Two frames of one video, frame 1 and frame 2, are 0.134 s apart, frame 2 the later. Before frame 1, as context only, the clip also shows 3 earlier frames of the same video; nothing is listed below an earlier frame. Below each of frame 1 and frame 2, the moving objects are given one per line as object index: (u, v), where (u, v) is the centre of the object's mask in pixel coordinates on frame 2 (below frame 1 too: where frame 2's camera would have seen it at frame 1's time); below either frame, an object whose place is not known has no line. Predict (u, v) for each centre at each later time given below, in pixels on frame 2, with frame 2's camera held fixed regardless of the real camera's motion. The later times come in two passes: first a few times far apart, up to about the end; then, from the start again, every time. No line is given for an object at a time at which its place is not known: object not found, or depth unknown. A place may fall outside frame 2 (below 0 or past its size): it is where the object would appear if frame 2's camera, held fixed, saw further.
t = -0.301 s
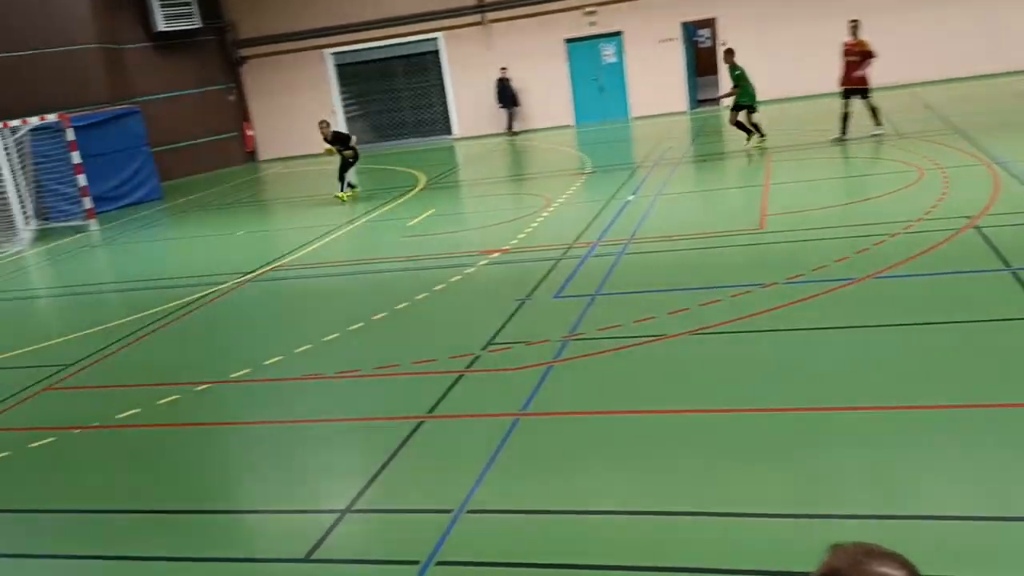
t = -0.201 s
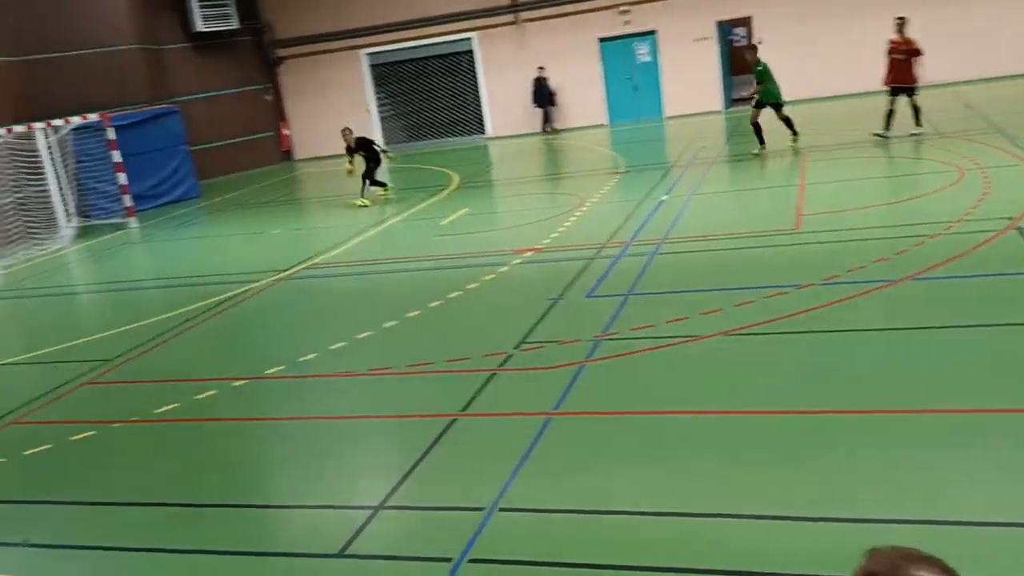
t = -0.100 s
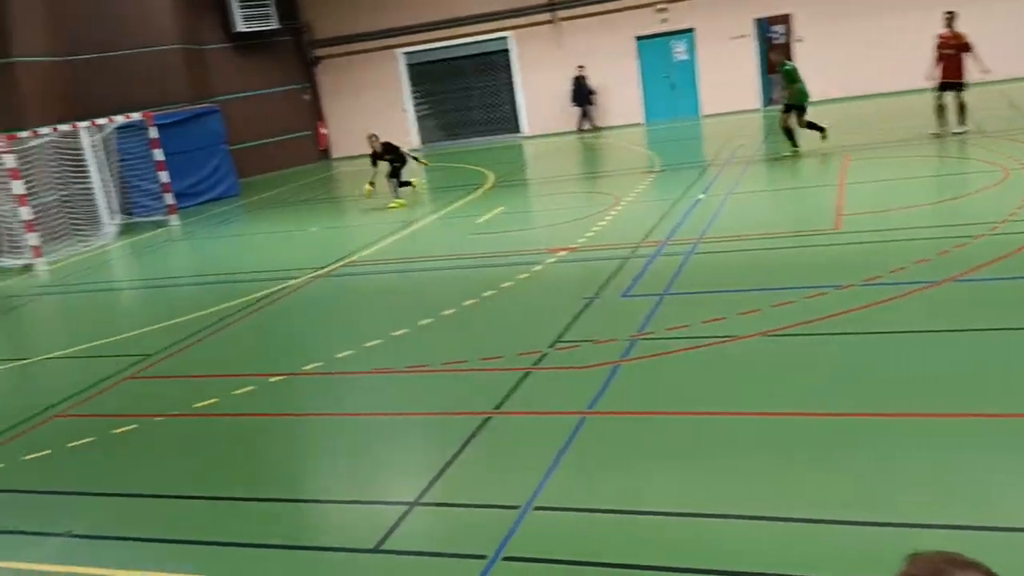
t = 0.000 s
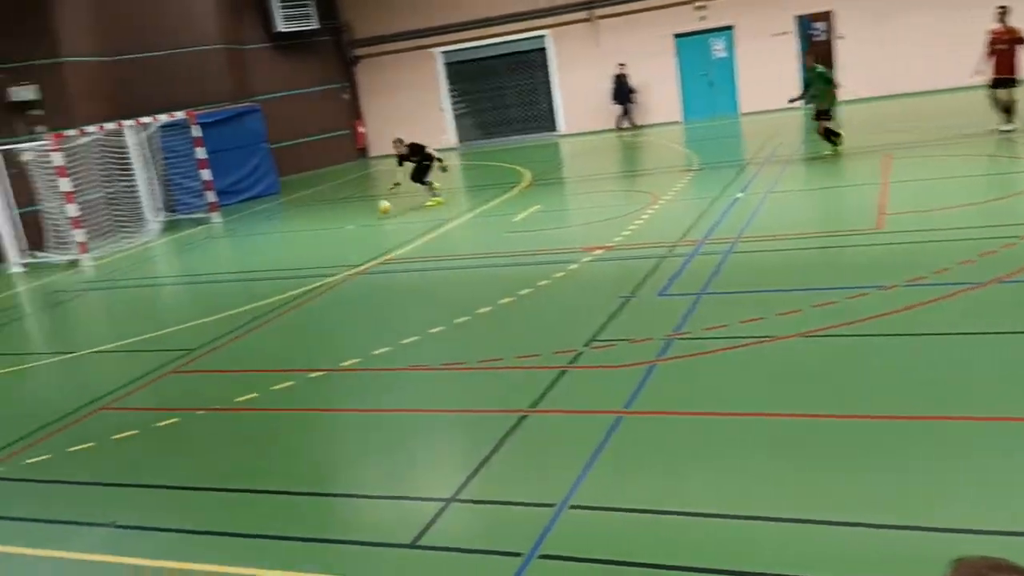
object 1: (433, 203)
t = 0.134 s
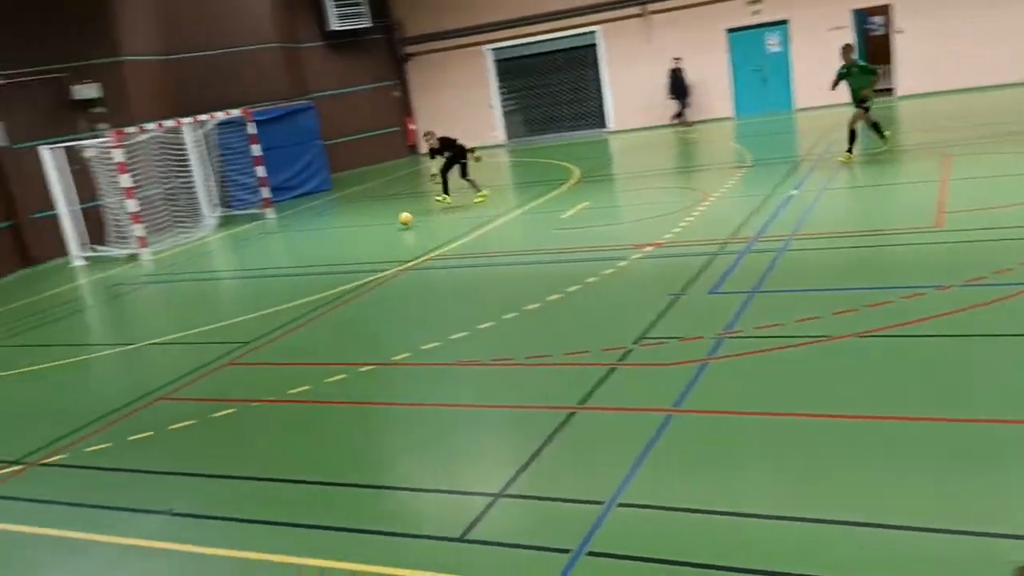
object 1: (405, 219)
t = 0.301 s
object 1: (368, 239)
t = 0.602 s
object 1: (293, 275)
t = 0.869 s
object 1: (214, 313)
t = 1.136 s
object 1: (111, 363)
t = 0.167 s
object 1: (398, 222)
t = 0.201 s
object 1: (391, 227)
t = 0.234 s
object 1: (383, 232)
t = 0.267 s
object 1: (375, 236)
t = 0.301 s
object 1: (368, 239)
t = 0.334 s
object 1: (359, 242)
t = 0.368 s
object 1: (352, 247)
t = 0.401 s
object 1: (343, 251)
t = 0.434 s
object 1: (336, 255)
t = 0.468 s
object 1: (328, 259)
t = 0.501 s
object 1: (319, 263)
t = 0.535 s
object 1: (311, 266)
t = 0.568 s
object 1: (302, 270)
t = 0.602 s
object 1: (293, 275)
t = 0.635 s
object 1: (284, 279)
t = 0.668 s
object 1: (276, 283)
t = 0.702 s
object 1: (266, 288)
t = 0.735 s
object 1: (256, 292)
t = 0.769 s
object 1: (247, 296)
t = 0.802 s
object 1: (236, 302)
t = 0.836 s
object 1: (226, 308)
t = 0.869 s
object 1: (214, 313)
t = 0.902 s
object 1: (203, 318)
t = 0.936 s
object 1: (191, 323)
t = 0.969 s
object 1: (179, 329)
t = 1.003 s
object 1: (167, 335)
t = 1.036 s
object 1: (154, 342)
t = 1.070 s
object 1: (140, 349)
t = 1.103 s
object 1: (128, 355)
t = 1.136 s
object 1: (111, 363)
